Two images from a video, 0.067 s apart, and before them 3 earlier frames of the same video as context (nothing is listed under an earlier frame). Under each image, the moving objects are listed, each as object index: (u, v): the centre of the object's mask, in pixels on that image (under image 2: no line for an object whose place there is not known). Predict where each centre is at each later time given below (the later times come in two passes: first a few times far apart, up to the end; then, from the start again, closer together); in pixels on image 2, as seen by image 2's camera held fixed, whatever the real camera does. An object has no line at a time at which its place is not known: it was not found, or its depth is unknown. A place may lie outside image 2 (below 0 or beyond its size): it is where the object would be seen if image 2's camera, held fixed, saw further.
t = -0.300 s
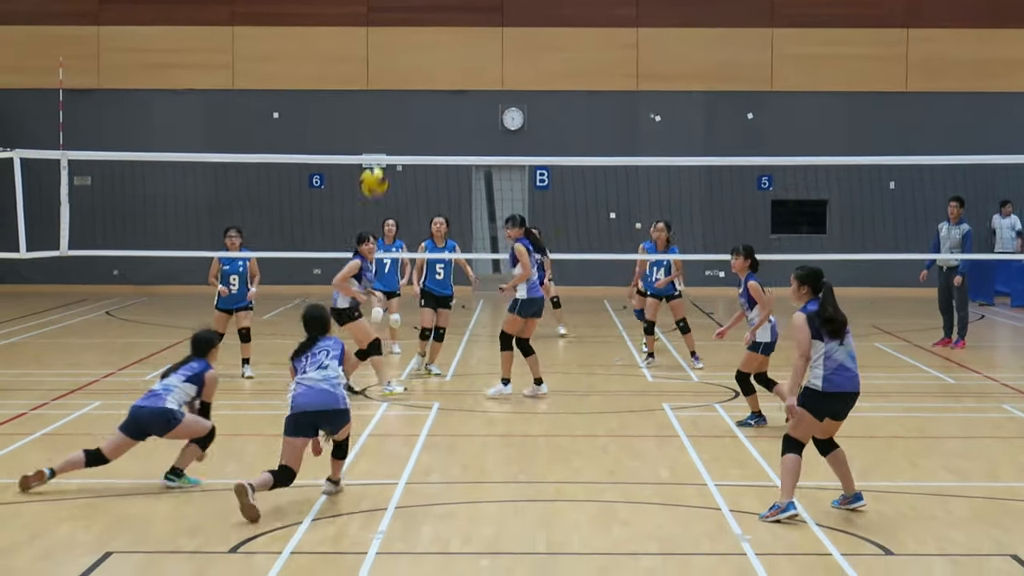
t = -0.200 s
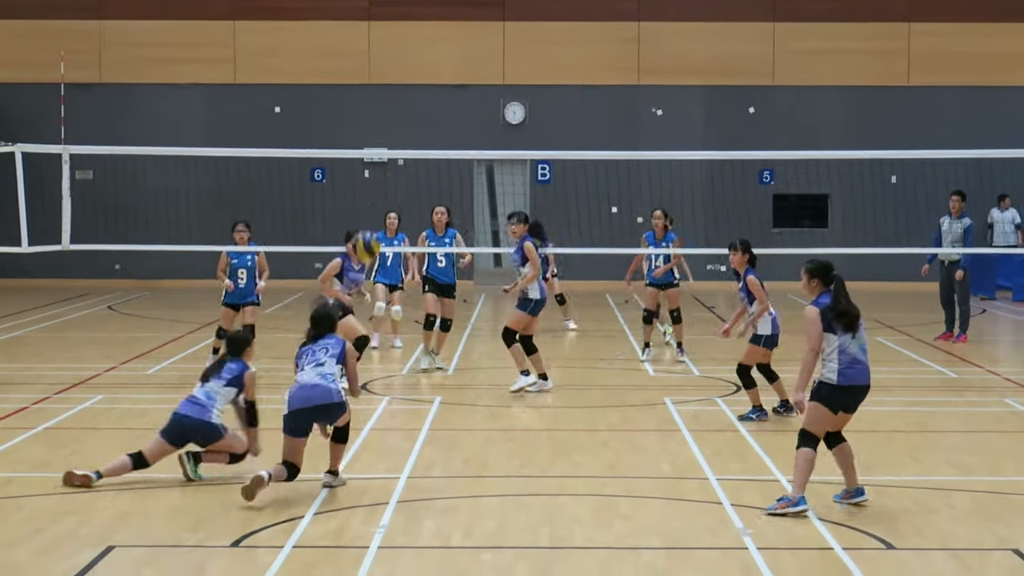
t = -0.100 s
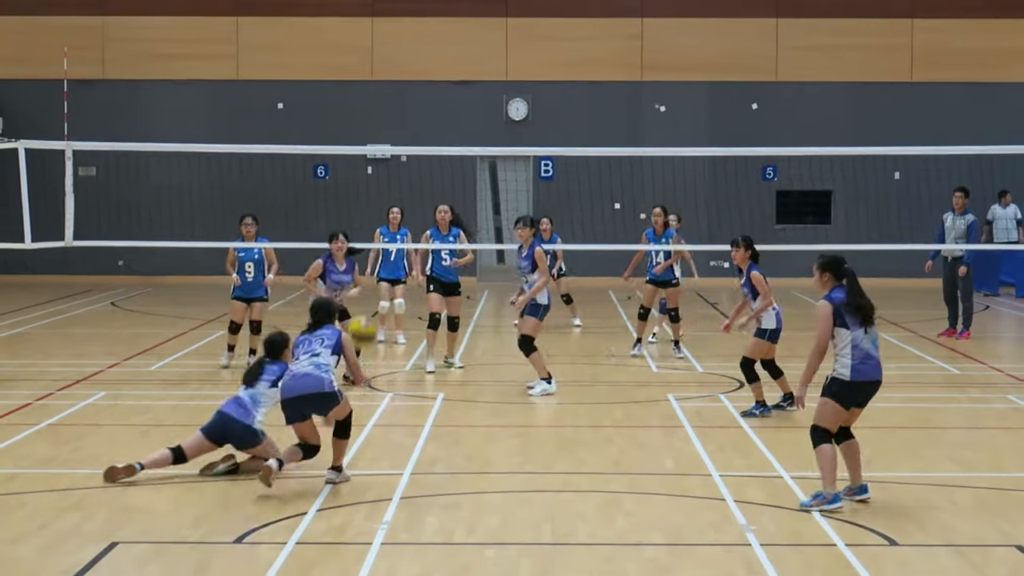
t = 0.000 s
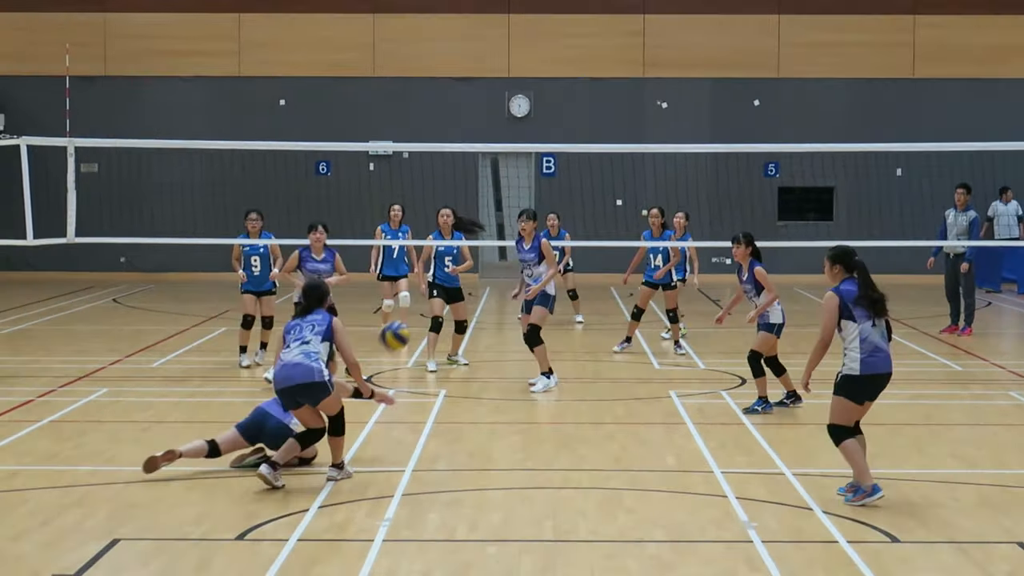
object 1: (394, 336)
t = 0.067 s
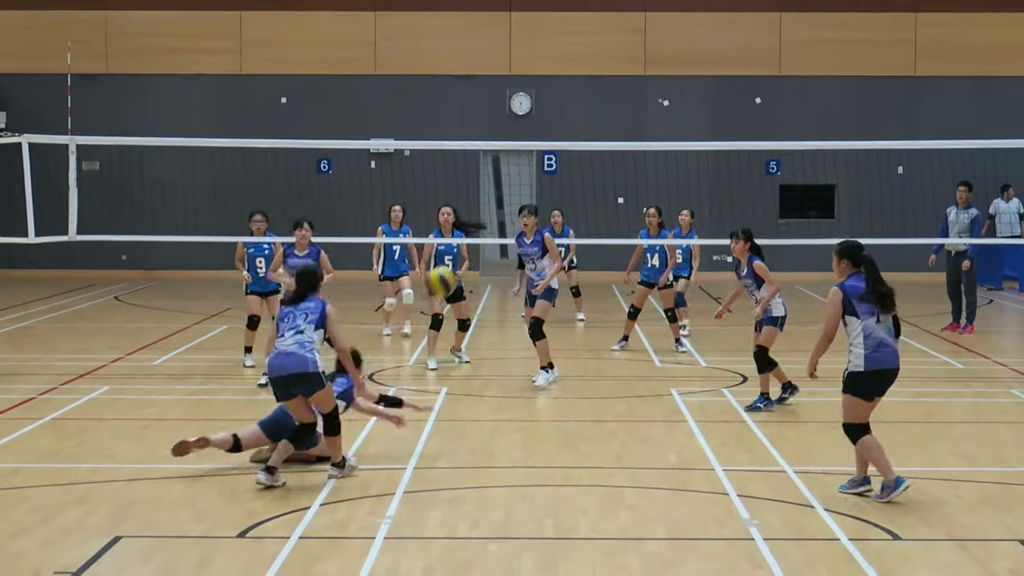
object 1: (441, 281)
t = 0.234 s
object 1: (555, 176)
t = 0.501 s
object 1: (735, 88)
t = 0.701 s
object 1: (872, 88)
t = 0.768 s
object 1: (917, 103)
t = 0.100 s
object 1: (463, 258)
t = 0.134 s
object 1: (484, 236)
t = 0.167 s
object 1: (509, 213)
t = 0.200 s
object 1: (531, 193)
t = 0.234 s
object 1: (555, 176)
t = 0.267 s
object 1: (575, 162)
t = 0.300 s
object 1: (598, 146)
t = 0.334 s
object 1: (621, 131)
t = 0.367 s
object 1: (644, 119)
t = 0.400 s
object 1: (667, 109)
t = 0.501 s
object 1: (735, 88)
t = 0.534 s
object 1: (758, 84)
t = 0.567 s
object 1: (781, 82)
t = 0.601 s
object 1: (803, 81)
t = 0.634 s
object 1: (826, 82)
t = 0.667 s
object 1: (849, 84)
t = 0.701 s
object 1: (872, 88)
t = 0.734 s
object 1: (895, 95)
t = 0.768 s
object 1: (917, 103)
